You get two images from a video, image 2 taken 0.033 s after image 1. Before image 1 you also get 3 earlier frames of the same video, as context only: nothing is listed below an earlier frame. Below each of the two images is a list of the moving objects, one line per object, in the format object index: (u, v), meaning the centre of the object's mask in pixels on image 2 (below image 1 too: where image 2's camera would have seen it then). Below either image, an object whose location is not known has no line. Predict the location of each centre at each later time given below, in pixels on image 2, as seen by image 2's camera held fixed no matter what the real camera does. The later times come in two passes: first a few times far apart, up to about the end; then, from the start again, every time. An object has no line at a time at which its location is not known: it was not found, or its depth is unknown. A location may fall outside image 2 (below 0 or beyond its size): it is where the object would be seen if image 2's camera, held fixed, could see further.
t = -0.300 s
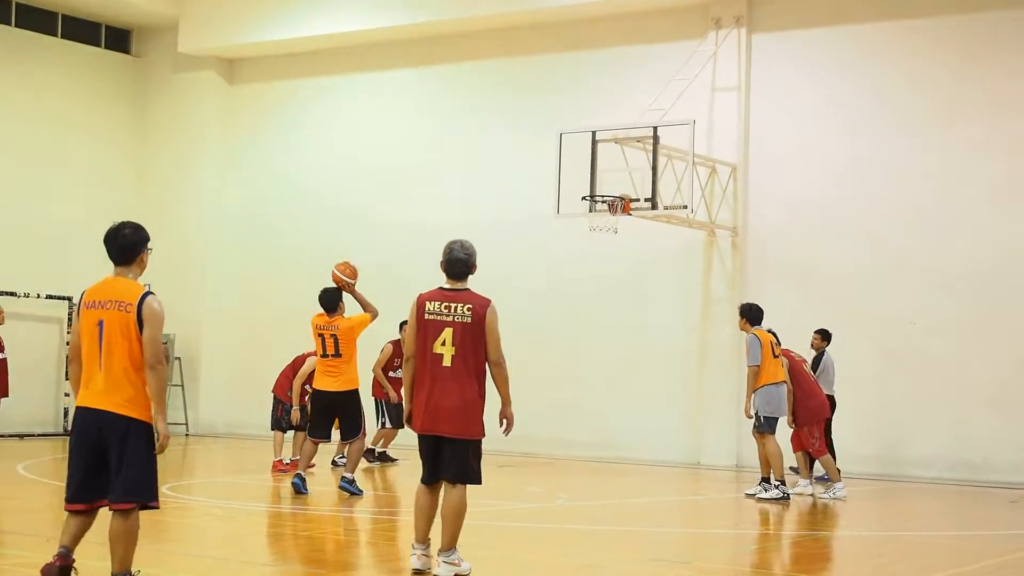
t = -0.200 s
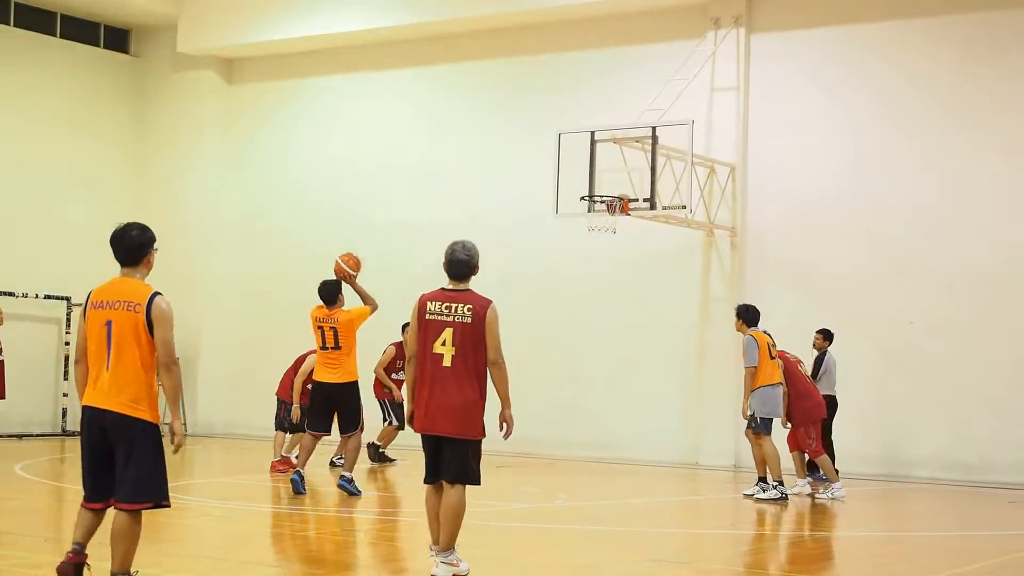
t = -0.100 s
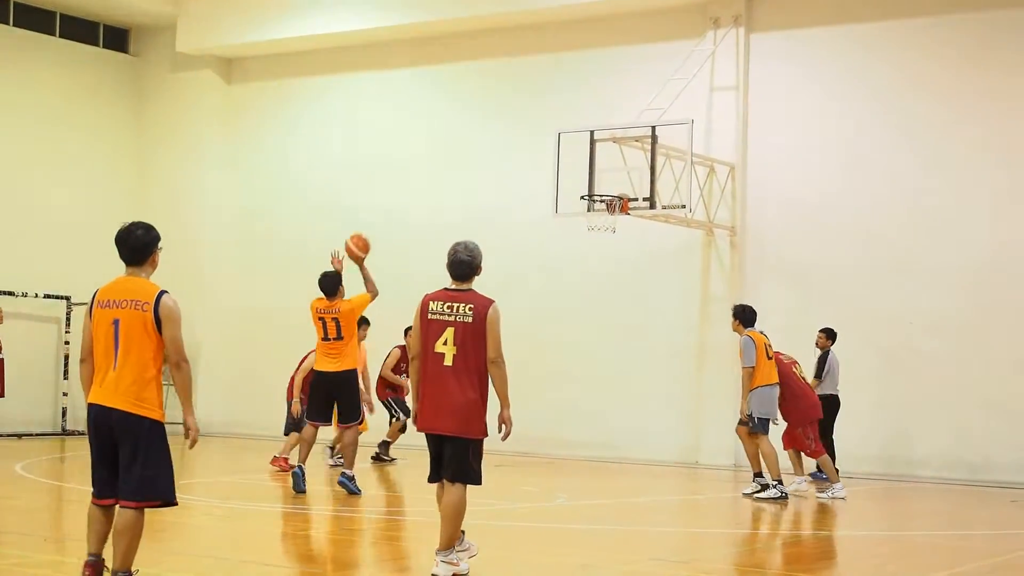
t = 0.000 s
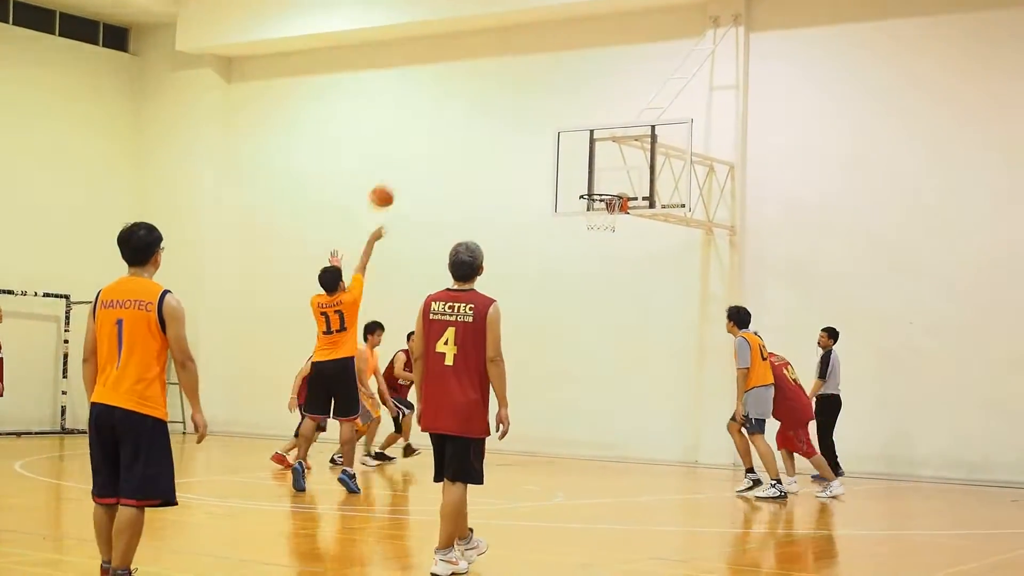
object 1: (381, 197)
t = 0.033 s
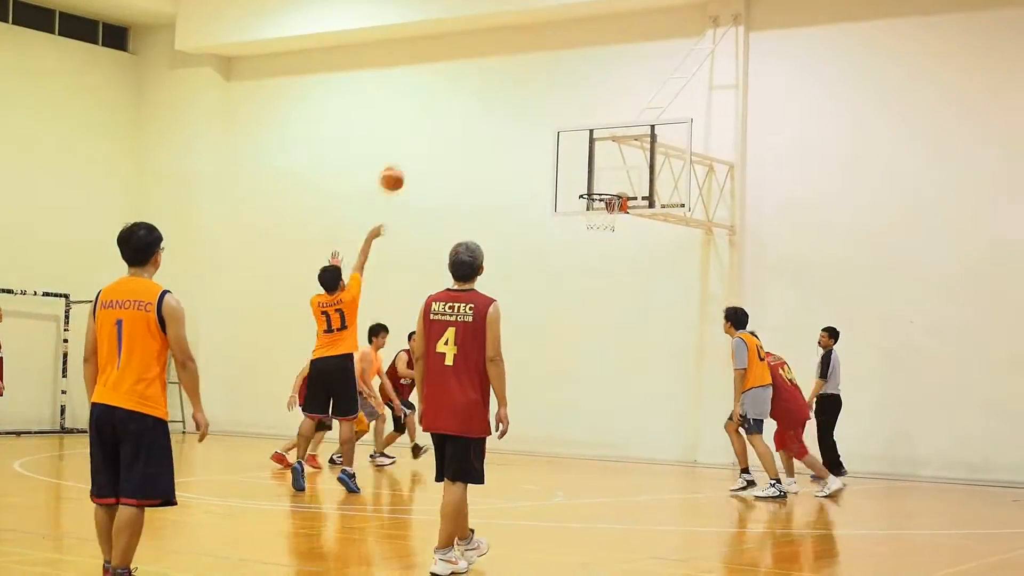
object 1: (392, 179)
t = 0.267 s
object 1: (457, 103)
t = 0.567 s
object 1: (526, 91)
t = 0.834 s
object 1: (577, 147)
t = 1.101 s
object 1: (603, 152)
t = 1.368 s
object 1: (596, 129)
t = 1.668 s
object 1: (586, 178)
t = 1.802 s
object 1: (580, 190)
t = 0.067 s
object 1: (402, 164)
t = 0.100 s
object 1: (411, 150)
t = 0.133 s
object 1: (421, 138)
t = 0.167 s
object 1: (430, 127)
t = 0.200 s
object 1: (439, 118)
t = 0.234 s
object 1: (448, 110)
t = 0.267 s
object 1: (457, 103)
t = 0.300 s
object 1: (465, 97)
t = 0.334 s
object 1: (473, 93)
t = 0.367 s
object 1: (481, 89)
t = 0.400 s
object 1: (489, 87)
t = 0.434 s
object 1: (497, 85)
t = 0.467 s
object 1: (505, 85)
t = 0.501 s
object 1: (512, 86)
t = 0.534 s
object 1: (519, 88)
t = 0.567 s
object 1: (526, 91)
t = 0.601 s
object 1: (533, 94)
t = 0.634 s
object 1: (540, 99)
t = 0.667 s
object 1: (546, 105)
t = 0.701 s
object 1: (553, 111)
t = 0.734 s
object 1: (560, 119)
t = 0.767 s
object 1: (565, 127)
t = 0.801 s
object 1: (571, 137)
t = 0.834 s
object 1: (577, 147)
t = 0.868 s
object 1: (583, 157)
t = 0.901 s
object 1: (589, 169)
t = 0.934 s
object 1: (595, 182)
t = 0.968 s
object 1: (599, 185)
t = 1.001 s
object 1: (602, 176)
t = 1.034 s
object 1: (604, 166)
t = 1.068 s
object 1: (604, 159)
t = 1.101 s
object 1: (603, 152)
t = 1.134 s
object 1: (602, 145)
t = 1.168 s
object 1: (602, 142)
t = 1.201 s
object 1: (600, 136)
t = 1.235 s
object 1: (600, 133)
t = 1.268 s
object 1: (599, 131)
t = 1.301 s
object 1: (598, 129)
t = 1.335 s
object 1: (597, 129)
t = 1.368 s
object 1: (596, 129)
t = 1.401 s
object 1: (595, 131)
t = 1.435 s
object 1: (594, 133)
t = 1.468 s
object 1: (593, 136)
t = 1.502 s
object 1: (592, 141)
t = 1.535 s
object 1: (591, 146)
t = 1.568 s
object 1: (590, 152)
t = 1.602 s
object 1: (588, 160)
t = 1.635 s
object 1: (587, 168)
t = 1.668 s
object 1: (586, 178)
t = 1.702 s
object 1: (585, 185)
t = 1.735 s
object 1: (584, 186)
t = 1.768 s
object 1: (582, 188)
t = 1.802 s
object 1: (580, 190)
